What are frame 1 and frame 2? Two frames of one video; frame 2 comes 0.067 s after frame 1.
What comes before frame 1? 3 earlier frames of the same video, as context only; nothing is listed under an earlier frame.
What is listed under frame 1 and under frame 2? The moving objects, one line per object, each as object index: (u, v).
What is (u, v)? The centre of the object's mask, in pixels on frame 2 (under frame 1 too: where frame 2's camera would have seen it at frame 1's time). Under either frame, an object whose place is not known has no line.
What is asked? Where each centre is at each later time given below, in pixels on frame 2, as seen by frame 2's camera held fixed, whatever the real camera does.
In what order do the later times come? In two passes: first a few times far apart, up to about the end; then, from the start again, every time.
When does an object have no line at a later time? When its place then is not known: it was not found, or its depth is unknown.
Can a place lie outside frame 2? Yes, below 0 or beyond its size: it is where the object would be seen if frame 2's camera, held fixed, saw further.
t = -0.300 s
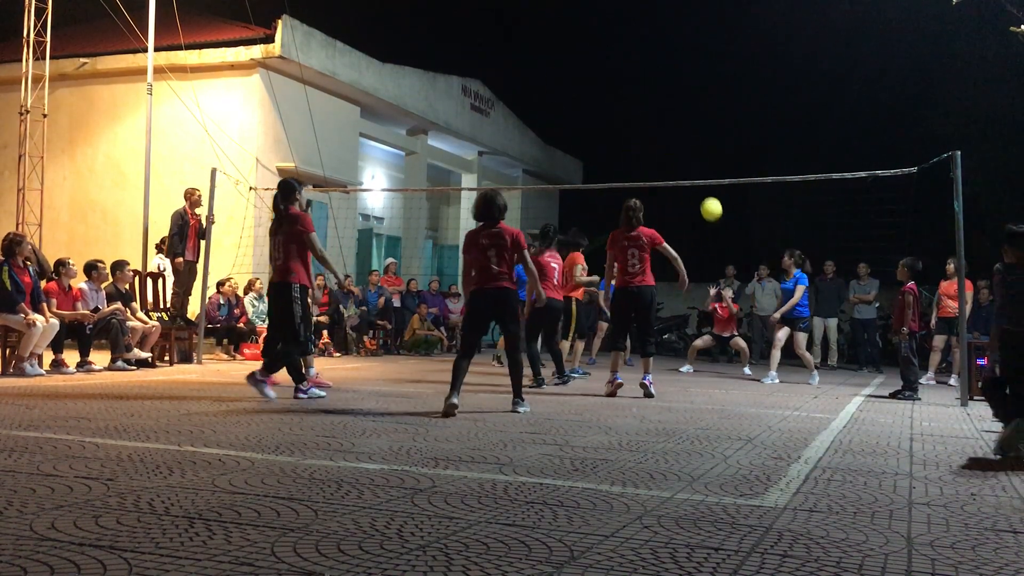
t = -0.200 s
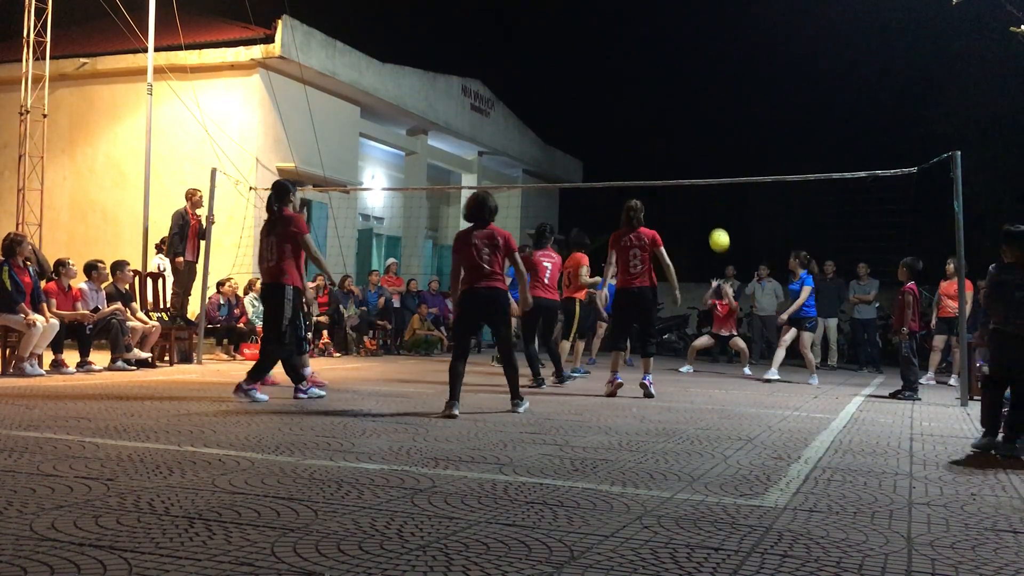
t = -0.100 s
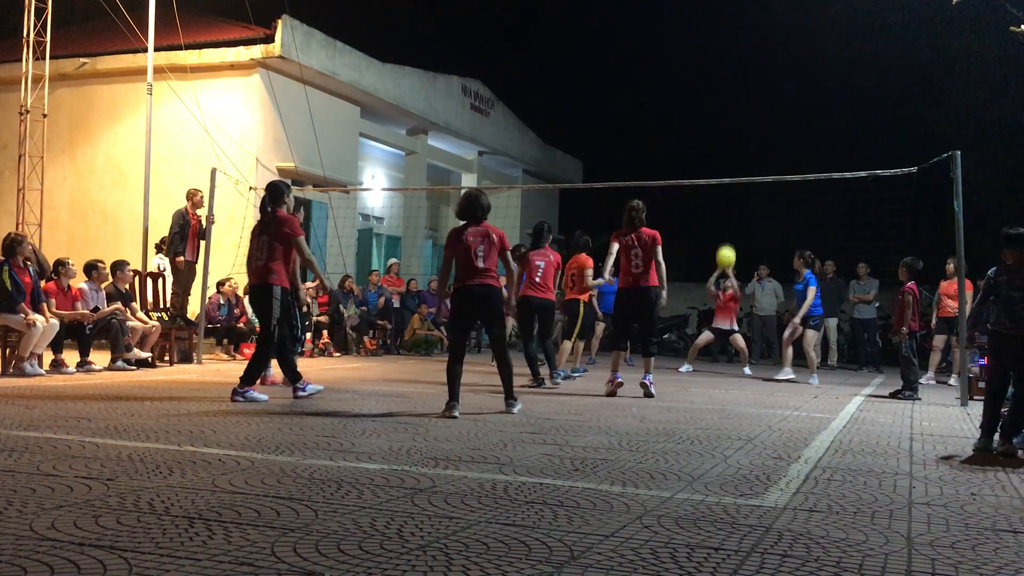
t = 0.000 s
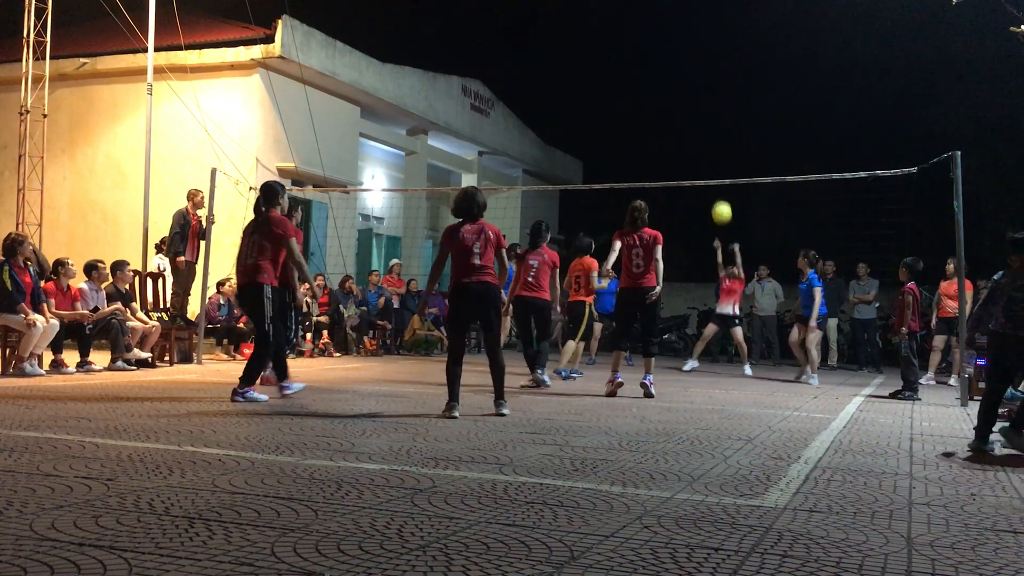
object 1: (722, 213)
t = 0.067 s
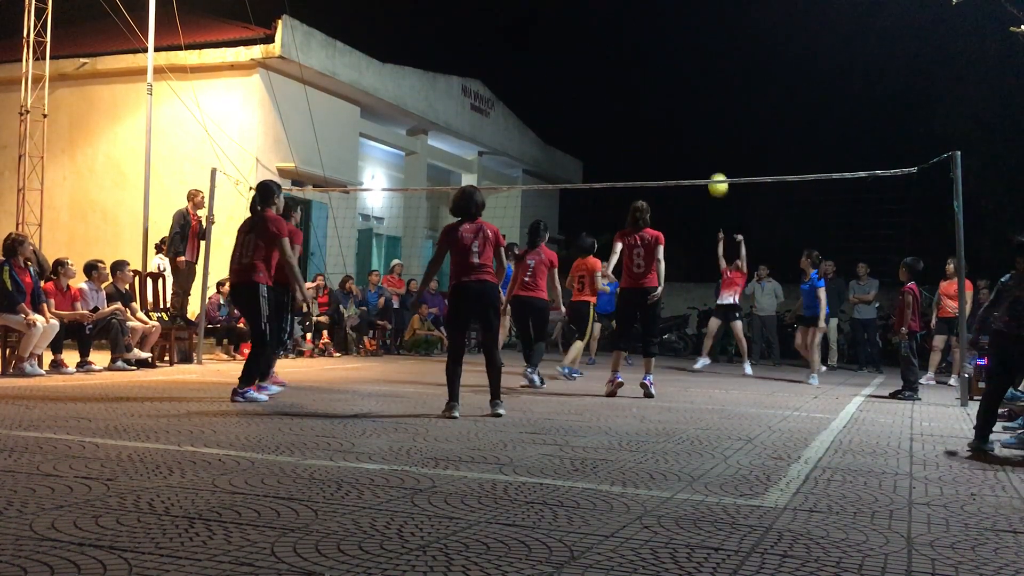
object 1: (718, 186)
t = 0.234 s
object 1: (709, 133)
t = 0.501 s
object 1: (694, 93)
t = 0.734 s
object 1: (680, 101)
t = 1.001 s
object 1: (662, 162)
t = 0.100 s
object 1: (716, 171)
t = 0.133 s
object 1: (715, 162)
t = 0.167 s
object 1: (713, 151)
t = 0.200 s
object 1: (711, 143)
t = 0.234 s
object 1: (709, 133)
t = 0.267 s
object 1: (707, 125)
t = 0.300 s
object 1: (706, 119)
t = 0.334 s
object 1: (704, 112)
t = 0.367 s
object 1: (702, 106)
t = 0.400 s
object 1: (700, 102)
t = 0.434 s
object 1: (698, 99)
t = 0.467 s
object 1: (696, 95)
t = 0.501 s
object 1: (694, 93)
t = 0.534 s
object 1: (692, 92)
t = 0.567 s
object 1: (690, 92)
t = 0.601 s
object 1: (688, 92)
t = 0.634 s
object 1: (686, 93)
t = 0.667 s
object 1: (684, 95)
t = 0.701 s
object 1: (682, 97)
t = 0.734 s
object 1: (680, 101)
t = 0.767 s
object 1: (678, 106)
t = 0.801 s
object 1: (676, 111)
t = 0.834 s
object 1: (674, 118)
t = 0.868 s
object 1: (671, 125)
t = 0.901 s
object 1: (669, 133)
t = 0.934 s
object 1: (667, 142)
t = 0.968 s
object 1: (664, 152)
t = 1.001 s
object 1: (662, 162)
